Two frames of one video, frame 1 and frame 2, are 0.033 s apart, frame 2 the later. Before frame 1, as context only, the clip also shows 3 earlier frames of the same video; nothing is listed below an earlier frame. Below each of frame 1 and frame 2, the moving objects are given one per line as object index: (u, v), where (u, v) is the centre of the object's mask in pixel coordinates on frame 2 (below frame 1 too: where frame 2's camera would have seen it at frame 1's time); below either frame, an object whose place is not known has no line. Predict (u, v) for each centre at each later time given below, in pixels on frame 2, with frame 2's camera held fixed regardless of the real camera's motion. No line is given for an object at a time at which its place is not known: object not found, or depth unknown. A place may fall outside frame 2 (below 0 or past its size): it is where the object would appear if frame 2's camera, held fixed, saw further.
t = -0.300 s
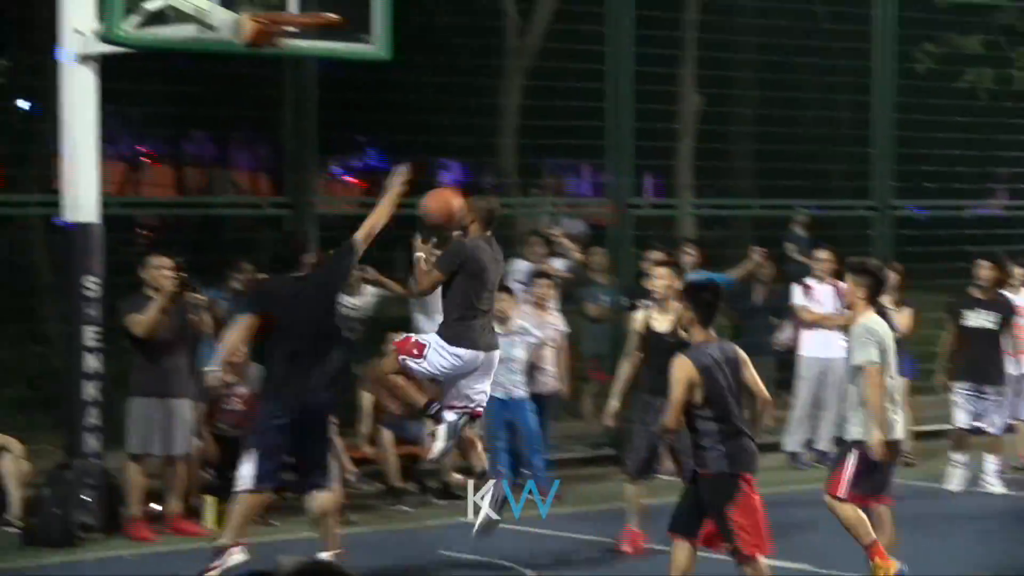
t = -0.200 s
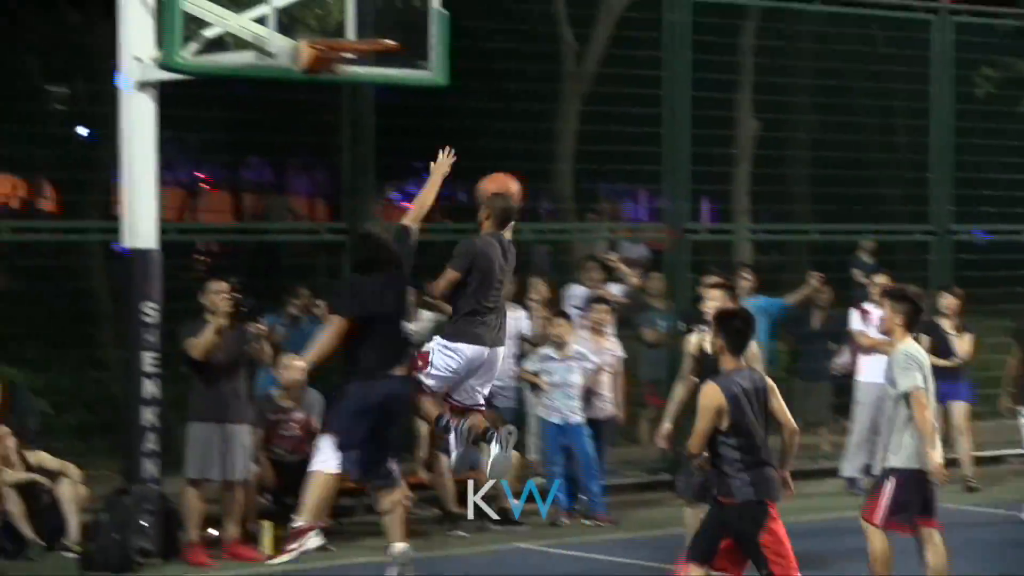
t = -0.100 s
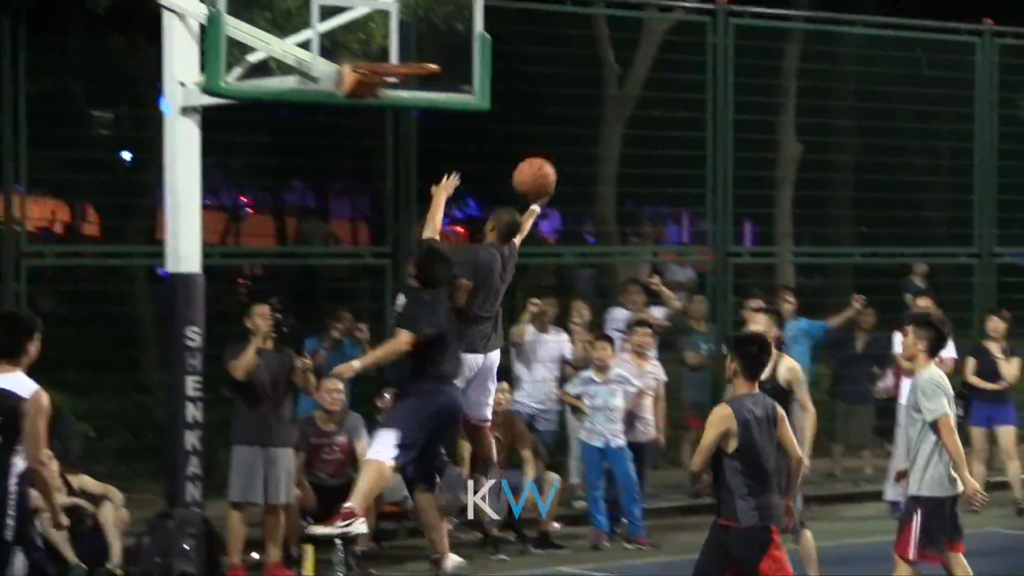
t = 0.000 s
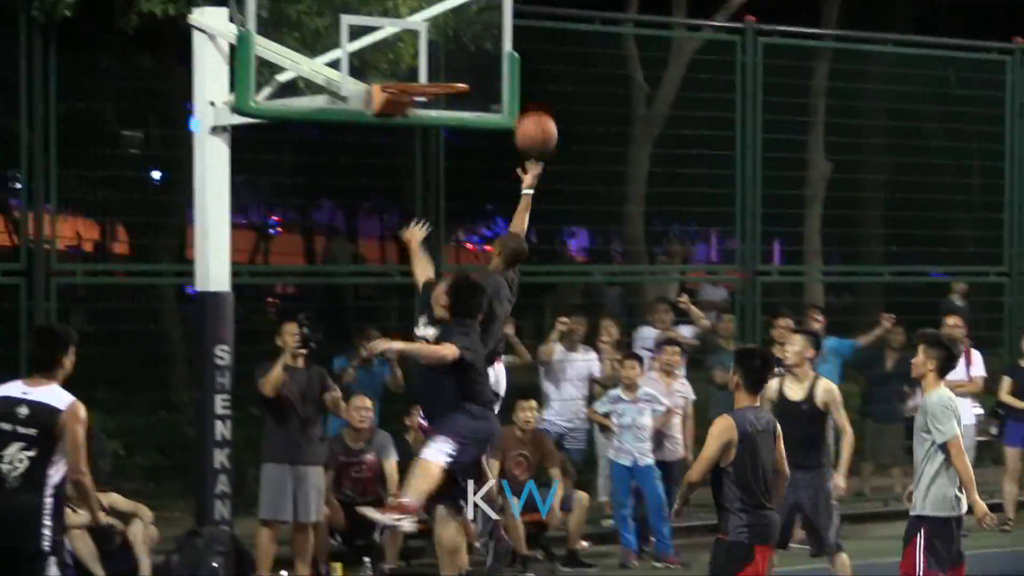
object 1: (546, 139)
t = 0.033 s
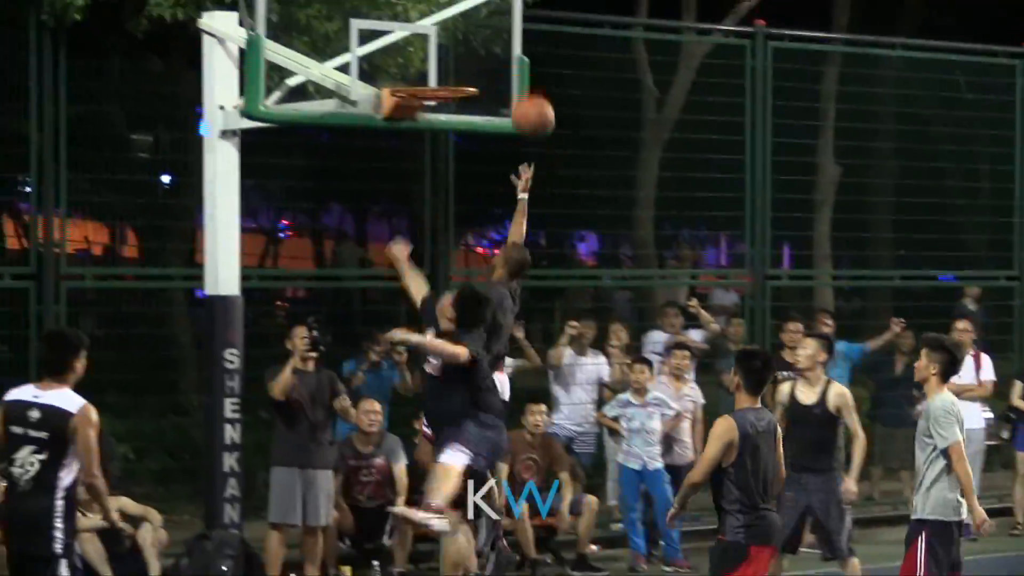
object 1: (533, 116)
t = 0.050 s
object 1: (527, 108)
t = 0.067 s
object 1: (520, 97)
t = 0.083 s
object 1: (514, 90)
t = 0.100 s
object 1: (506, 79)
